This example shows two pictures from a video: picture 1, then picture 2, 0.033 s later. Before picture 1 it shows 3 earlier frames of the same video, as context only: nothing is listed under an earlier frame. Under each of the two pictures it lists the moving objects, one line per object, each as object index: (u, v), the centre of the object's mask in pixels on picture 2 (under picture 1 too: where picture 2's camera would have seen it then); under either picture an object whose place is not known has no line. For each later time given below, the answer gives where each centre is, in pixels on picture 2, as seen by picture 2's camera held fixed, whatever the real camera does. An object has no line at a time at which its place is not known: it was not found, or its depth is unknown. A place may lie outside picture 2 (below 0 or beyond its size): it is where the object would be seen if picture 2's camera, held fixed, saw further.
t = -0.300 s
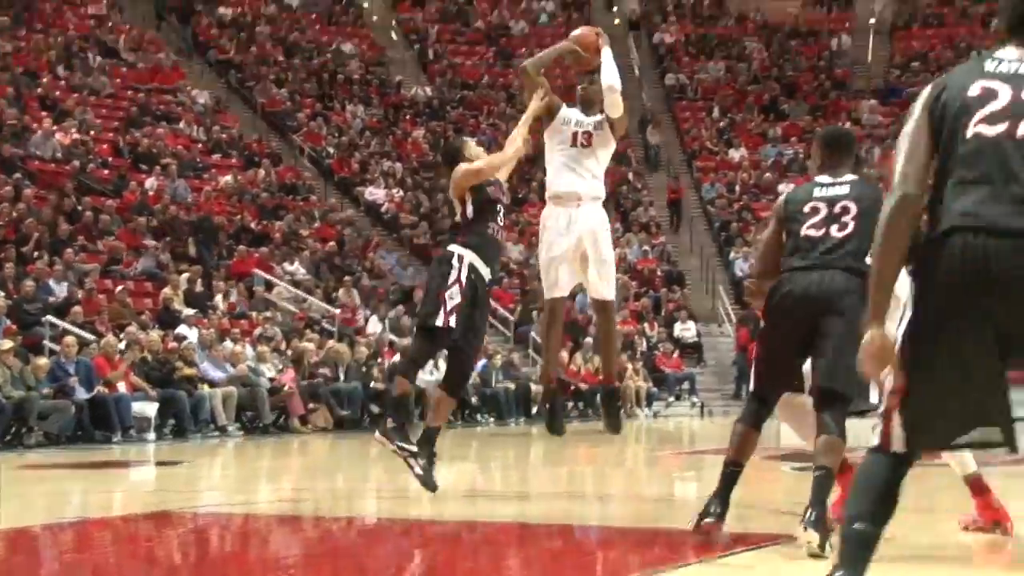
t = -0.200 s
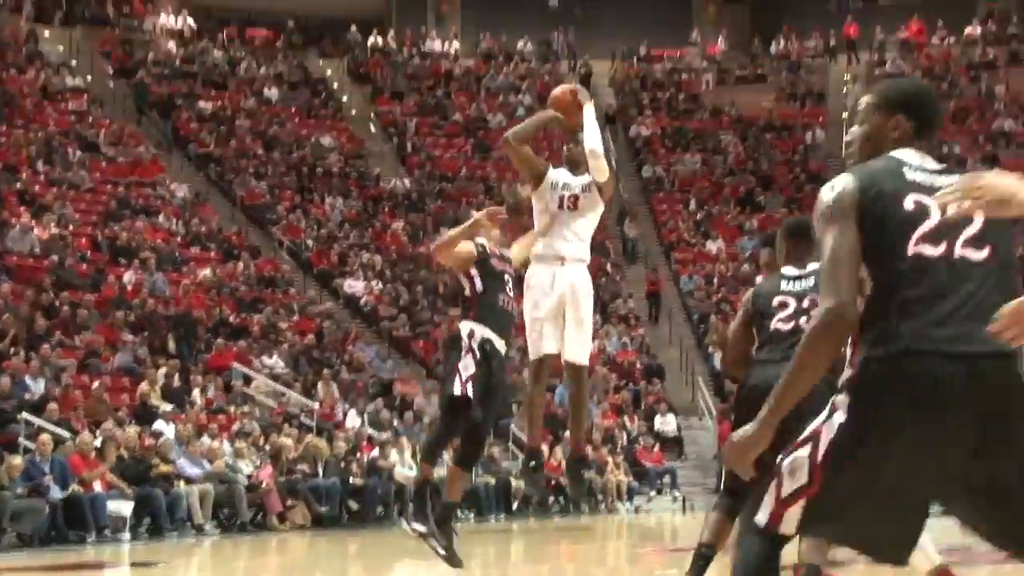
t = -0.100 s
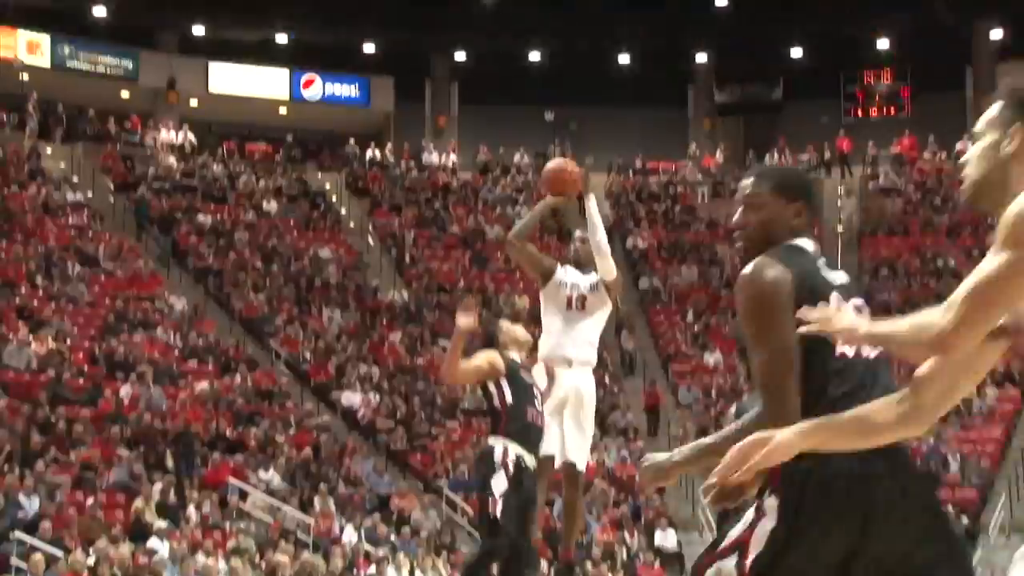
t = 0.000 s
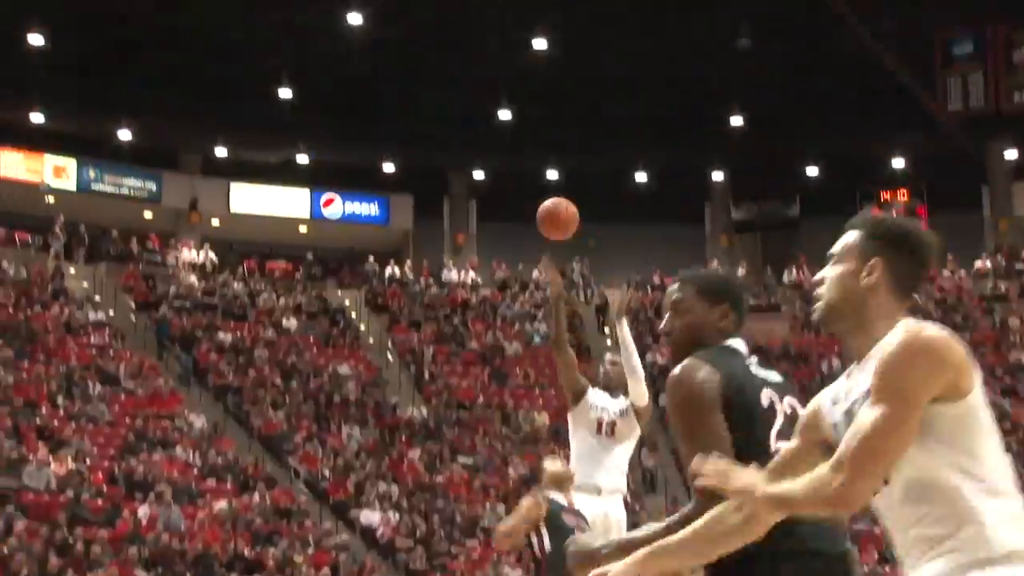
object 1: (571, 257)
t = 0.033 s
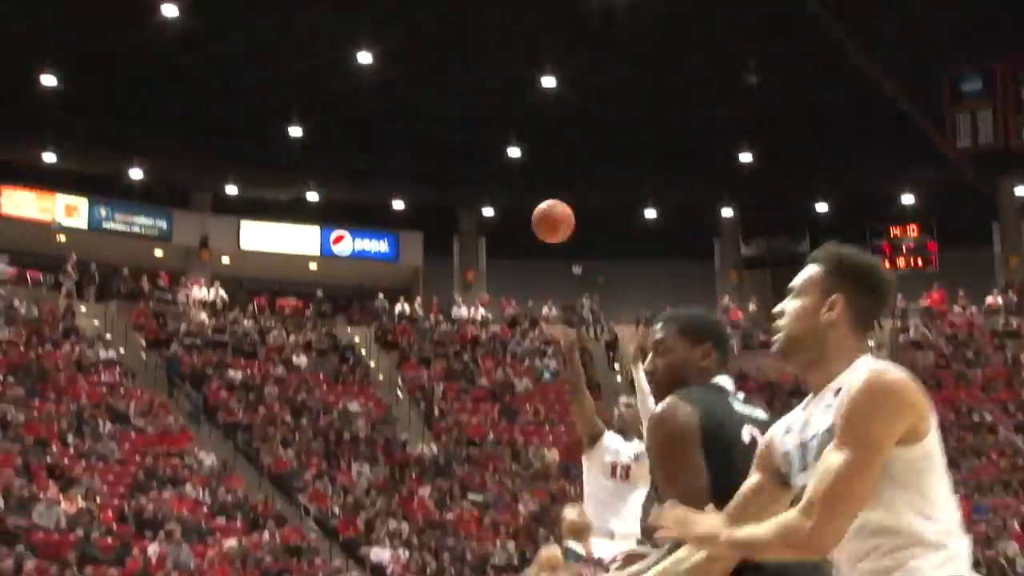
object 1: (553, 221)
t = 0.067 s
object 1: (537, 187)
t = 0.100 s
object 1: (520, 155)
